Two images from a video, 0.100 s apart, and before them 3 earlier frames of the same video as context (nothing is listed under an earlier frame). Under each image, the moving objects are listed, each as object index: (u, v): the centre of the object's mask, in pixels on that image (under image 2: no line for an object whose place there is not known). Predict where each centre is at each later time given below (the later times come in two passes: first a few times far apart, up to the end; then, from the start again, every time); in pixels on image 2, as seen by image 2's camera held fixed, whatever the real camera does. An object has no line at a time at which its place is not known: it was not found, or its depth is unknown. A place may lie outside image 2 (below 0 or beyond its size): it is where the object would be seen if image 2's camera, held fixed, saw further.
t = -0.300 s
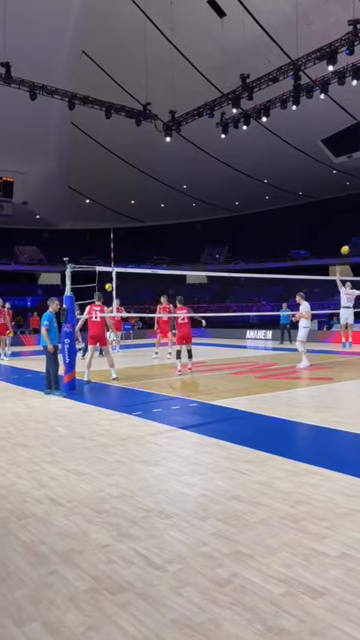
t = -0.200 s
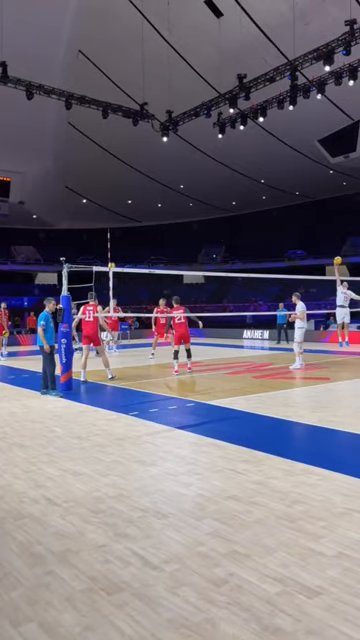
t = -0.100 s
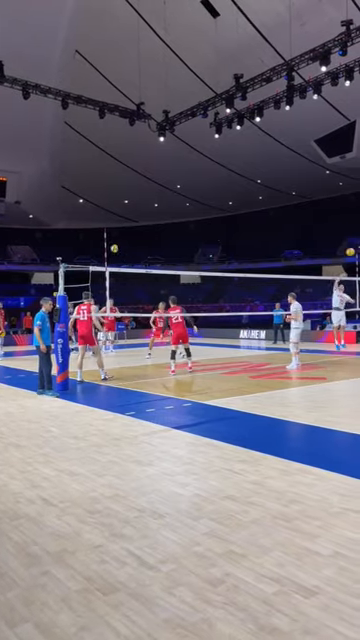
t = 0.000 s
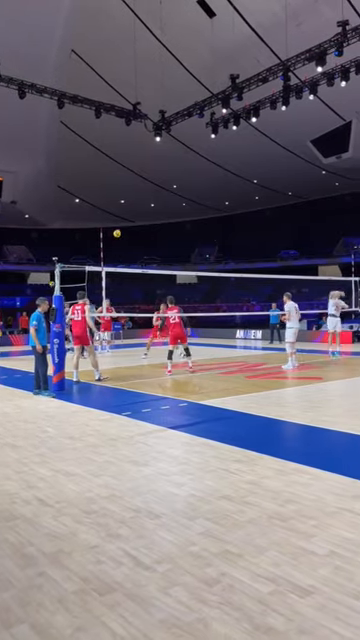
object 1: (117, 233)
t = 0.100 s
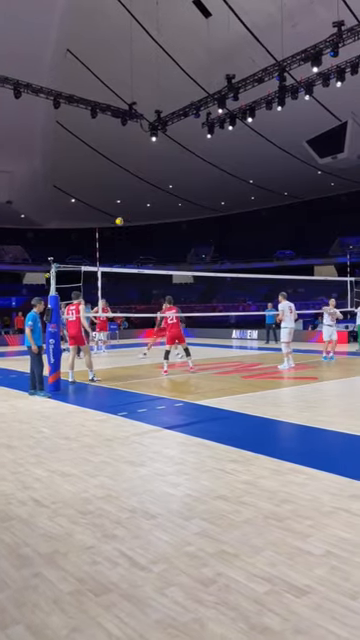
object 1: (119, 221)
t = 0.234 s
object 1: (128, 210)
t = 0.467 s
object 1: (144, 205)
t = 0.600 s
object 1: (153, 210)
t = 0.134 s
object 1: (121, 218)
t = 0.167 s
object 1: (123, 215)
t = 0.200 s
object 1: (126, 212)
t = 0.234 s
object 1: (128, 210)
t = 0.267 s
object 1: (130, 208)
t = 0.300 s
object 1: (132, 206)
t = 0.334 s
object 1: (134, 205)
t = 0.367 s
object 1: (137, 204)
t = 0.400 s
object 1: (139, 204)
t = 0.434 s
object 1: (142, 204)
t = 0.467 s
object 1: (144, 205)
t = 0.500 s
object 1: (146, 205)
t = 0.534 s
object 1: (148, 207)
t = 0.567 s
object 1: (150, 208)
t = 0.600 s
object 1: (153, 210)
